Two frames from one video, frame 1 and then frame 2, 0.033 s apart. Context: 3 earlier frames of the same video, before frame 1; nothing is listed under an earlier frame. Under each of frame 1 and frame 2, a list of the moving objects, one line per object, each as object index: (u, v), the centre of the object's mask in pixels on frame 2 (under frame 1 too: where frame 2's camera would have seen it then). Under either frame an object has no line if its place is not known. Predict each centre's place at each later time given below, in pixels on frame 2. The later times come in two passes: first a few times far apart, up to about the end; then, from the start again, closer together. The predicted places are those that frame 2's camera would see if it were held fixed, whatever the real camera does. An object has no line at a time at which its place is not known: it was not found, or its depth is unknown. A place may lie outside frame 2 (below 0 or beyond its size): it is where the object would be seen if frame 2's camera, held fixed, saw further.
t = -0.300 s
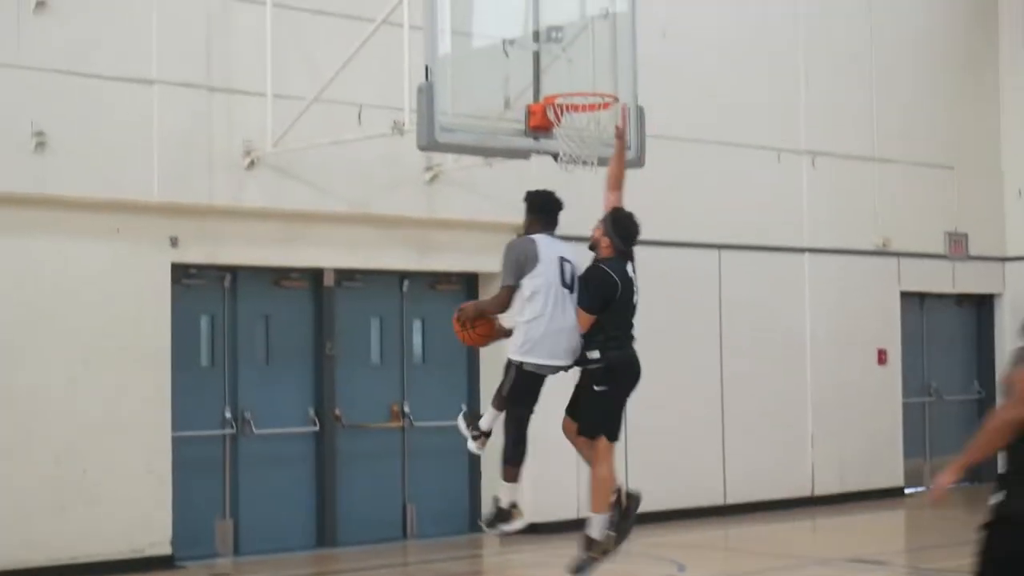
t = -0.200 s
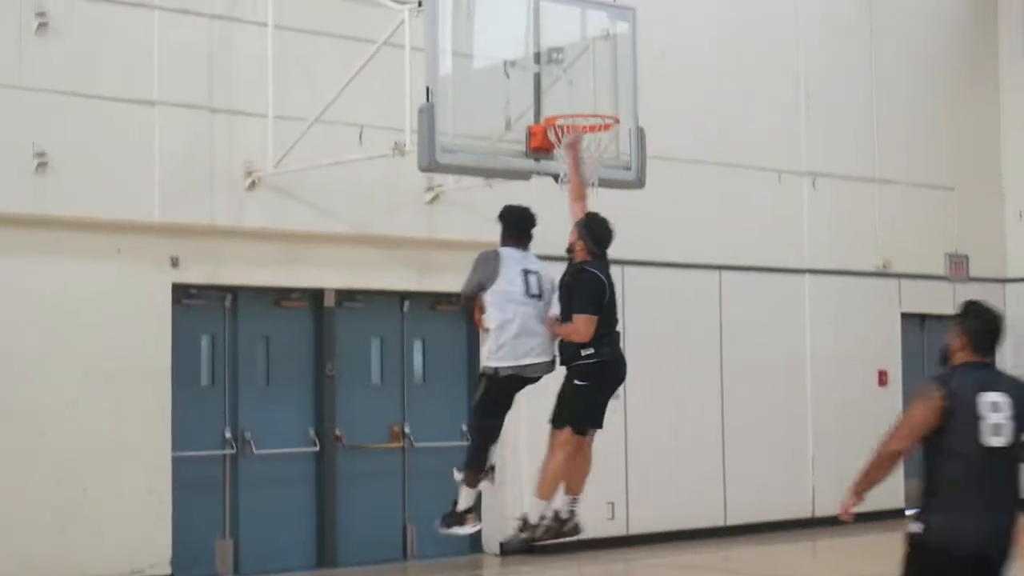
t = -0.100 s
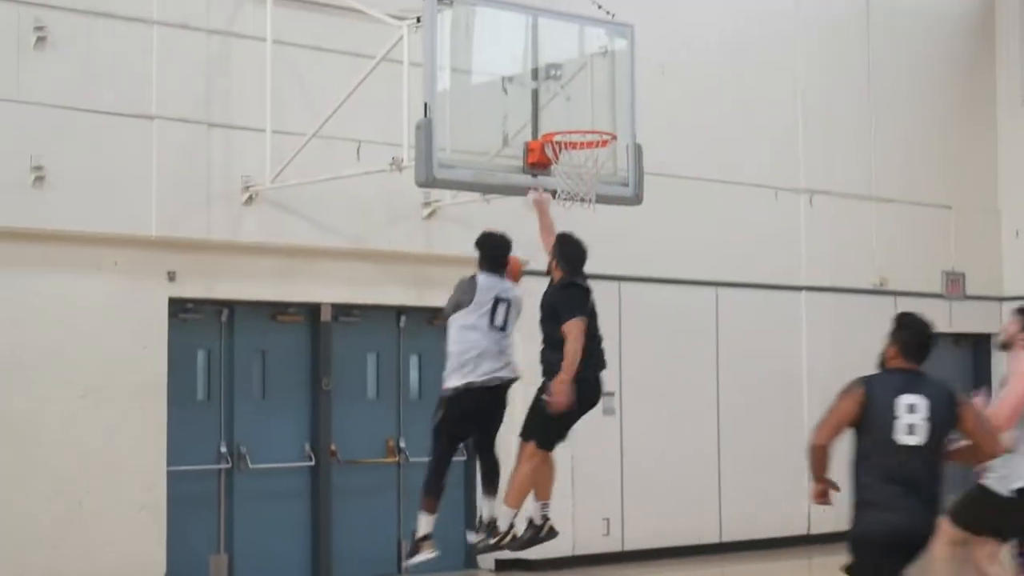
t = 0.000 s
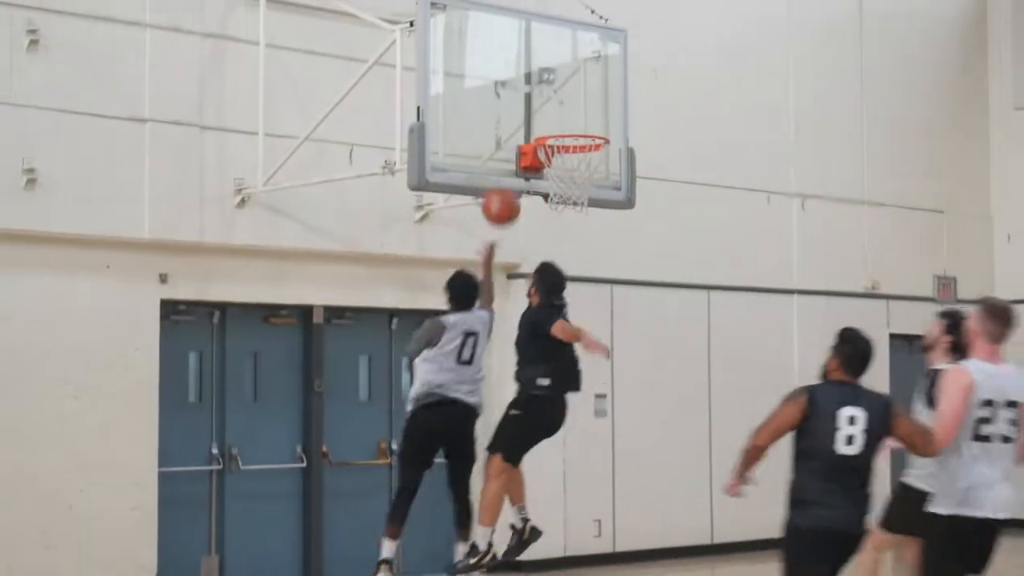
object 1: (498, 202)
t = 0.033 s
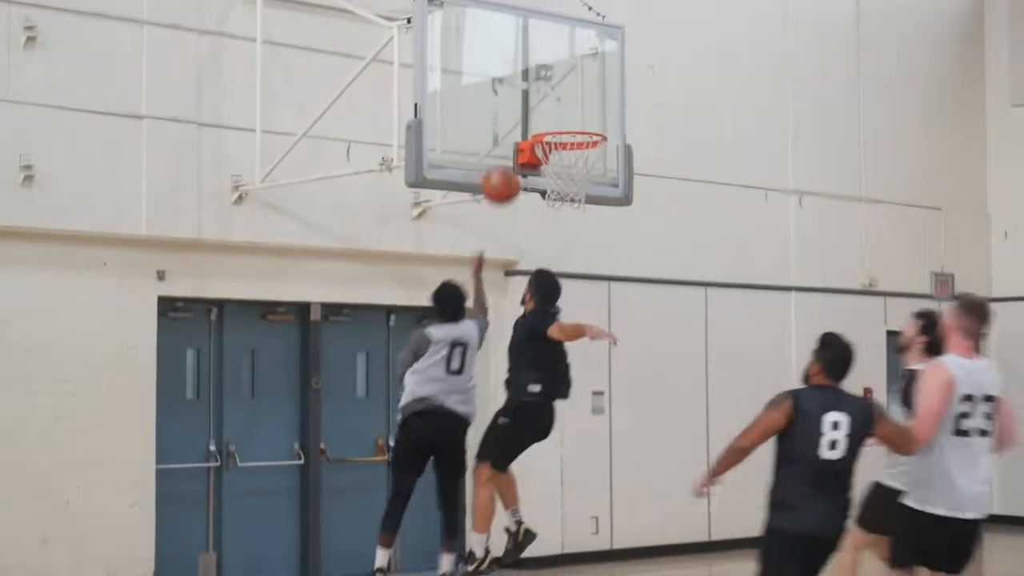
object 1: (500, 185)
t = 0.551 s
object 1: (596, 117)
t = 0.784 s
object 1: (582, 119)
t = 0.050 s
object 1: (501, 176)
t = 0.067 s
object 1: (502, 171)
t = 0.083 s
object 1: (503, 162)
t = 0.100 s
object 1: (504, 157)
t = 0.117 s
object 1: (505, 150)
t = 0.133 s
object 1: (506, 143)
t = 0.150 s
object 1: (507, 138)
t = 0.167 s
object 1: (508, 132)
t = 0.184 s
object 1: (509, 129)
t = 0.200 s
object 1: (510, 124)
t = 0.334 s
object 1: (539, 105)
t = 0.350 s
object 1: (545, 105)
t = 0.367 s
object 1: (550, 104)
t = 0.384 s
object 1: (555, 105)
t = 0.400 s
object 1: (560, 105)
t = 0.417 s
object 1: (566, 106)
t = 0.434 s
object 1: (571, 108)
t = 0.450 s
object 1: (576, 110)
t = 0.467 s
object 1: (580, 112)
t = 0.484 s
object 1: (586, 114)
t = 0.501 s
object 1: (591, 117)
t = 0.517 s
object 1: (596, 119)
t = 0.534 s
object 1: (597, 119)
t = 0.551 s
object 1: (596, 117)
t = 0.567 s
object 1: (595, 115)
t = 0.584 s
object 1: (594, 114)
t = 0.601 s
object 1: (593, 113)
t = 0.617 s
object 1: (592, 112)
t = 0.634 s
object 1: (591, 110)
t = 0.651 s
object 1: (590, 110)
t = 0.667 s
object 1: (589, 110)
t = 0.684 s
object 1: (588, 111)
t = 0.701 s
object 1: (587, 111)
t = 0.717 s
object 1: (586, 113)
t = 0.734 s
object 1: (585, 114)
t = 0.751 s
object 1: (584, 116)
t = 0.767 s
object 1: (583, 117)
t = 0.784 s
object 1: (582, 119)
